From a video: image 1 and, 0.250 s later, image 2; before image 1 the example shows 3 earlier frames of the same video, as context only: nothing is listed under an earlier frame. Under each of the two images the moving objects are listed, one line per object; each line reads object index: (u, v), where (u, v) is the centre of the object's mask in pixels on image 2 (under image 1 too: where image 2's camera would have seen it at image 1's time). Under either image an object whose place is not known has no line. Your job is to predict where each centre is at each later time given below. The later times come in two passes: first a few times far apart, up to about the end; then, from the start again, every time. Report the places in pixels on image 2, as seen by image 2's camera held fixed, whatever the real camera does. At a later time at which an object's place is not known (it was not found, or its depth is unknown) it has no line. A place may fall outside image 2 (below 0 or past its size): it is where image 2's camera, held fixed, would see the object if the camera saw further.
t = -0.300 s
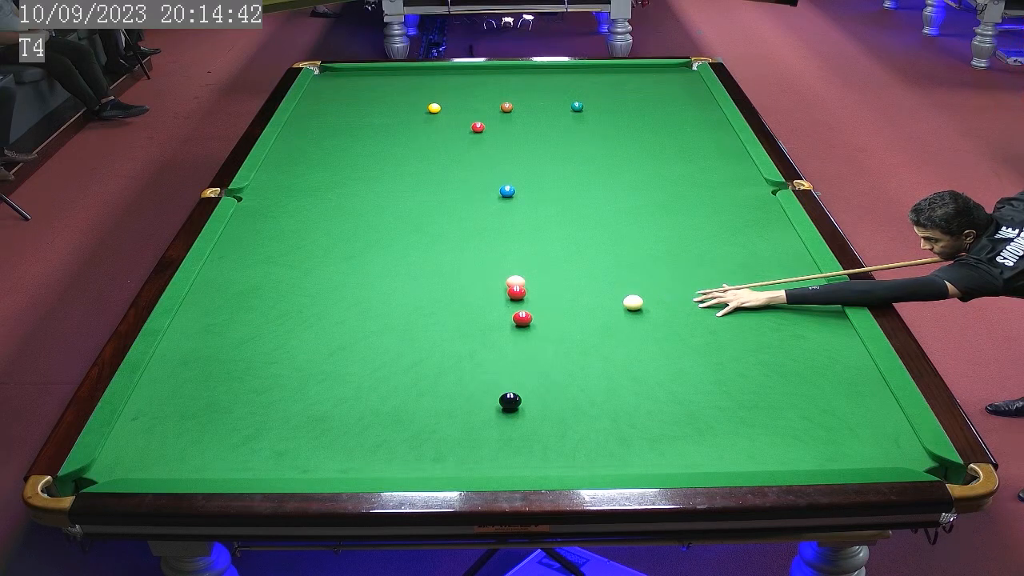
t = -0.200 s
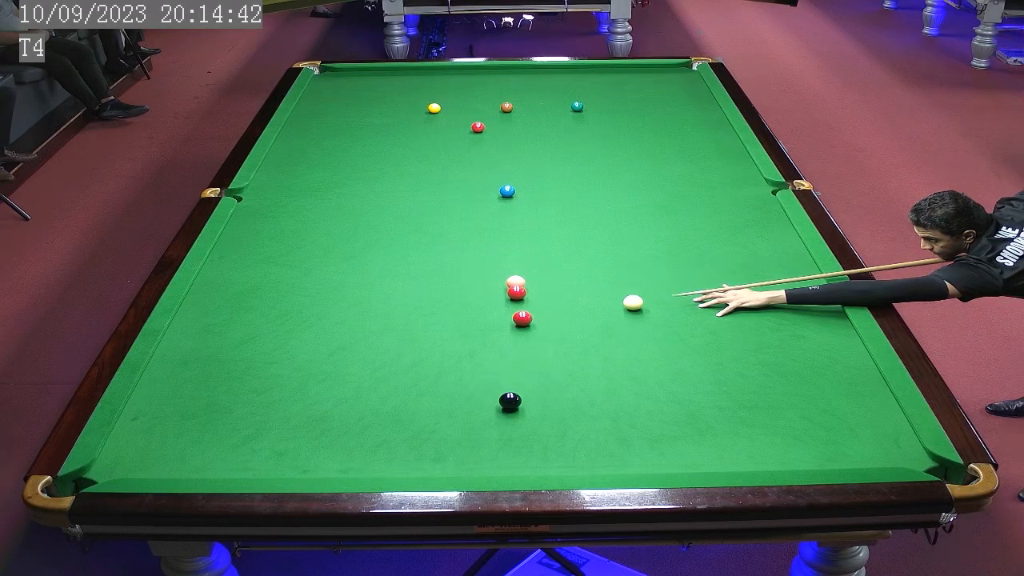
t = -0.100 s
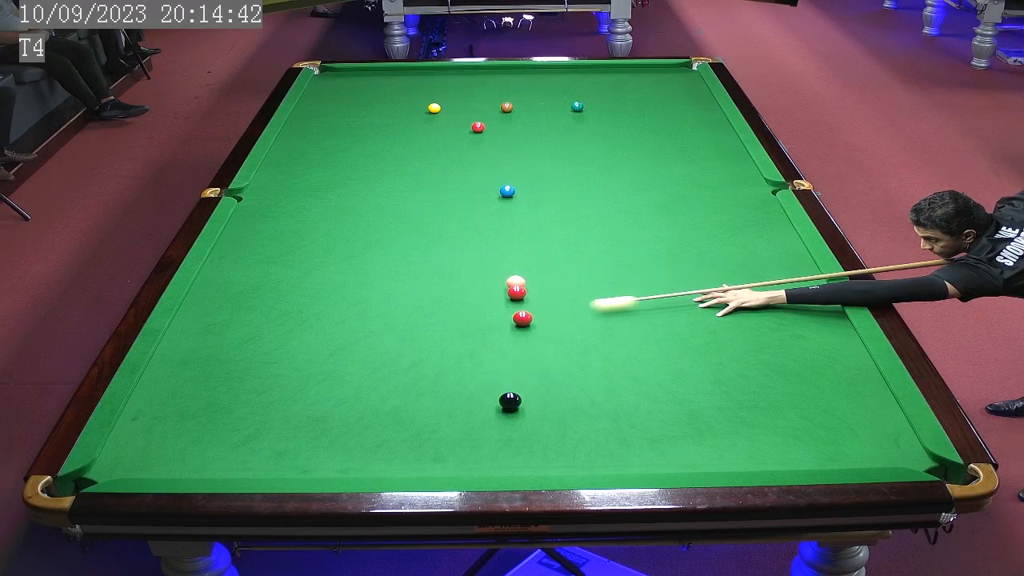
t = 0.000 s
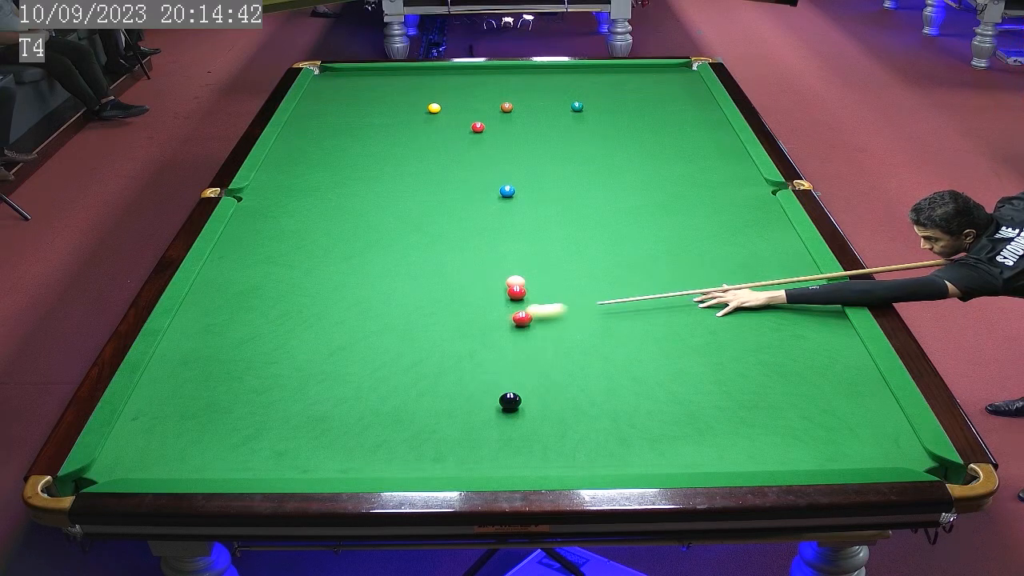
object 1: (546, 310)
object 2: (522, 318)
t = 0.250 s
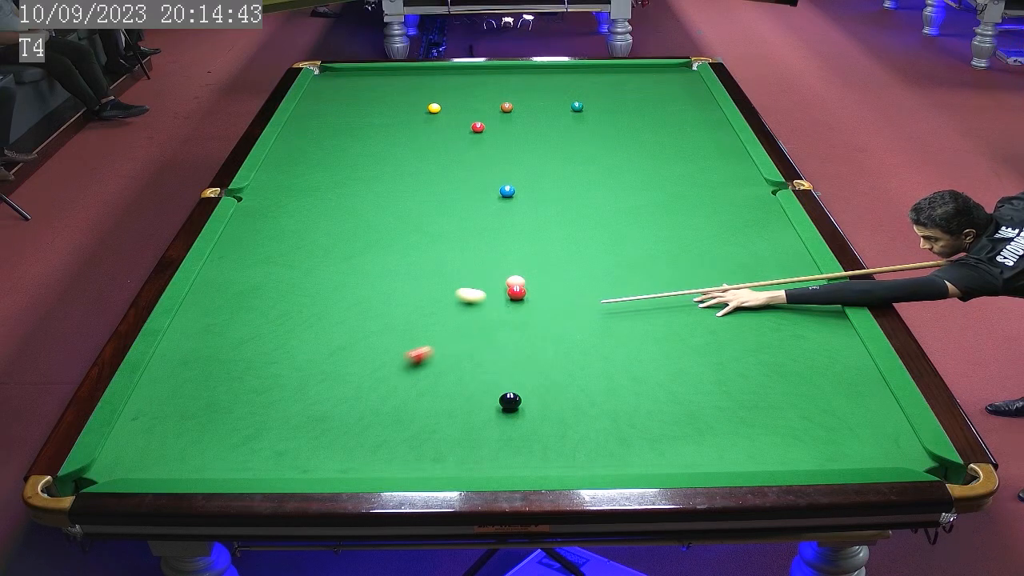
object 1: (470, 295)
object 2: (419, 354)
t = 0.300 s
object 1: (454, 292)
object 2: (400, 361)
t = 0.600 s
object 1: (363, 278)
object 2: (285, 403)
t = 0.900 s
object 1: (280, 266)
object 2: (160, 449)
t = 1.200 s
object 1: (228, 255)
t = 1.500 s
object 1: (282, 245)
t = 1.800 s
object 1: (330, 236)
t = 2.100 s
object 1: (374, 227)
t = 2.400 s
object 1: (415, 219)
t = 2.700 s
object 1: (452, 212)
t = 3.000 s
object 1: (487, 206)
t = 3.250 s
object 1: (514, 201)
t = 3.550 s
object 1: (544, 195)
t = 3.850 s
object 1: (571, 190)
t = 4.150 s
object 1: (596, 186)
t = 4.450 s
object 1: (619, 182)
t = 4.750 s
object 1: (639, 178)
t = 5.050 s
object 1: (658, 175)
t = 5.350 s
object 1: (674, 172)
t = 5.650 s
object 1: (688, 169)
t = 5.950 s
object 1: (700, 167)
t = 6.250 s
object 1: (711, 165)
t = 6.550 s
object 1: (720, 164)
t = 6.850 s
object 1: (728, 163)
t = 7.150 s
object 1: (733, 162)
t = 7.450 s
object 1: (737, 161)
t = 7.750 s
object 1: (739, 161)
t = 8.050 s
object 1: (740, 161)
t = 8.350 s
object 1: (740, 161)
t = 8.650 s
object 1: (740, 161)
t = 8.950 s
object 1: (740, 161)
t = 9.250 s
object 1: (740, 161)
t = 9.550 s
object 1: (740, 161)
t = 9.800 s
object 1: (740, 161)
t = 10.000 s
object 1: (740, 161)
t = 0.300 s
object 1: (454, 292)
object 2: (400, 361)
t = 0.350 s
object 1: (439, 290)
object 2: (382, 368)
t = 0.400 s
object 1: (423, 287)
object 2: (363, 375)
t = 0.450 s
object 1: (408, 285)
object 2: (343, 382)
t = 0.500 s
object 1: (393, 283)
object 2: (325, 389)
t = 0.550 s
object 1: (378, 281)
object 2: (305, 396)
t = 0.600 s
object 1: (363, 278)
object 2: (285, 403)
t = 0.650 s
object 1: (349, 276)
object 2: (265, 411)
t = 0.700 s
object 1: (334, 274)
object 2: (245, 418)
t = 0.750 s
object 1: (320, 272)
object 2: (224, 425)
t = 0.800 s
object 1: (307, 270)
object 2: (203, 433)
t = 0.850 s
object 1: (293, 268)
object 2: (182, 441)
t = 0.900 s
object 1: (280, 266)
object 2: (160, 449)
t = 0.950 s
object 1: (266, 264)
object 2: (139, 456)
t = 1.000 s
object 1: (253, 262)
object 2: (118, 464)
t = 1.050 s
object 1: (240, 260)
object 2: (96, 472)
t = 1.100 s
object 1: (228, 258)
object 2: (77, 481)
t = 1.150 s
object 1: (218, 257)
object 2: (65, 491)
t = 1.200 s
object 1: (228, 255)
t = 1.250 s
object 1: (239, 253)
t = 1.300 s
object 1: (248, 251)
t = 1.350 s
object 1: (256, 250)
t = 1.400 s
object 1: (265, 248)
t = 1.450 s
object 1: (273, 247)
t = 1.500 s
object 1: (282, 245)
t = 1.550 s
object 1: (290, 243)
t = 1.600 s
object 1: (298, 242)
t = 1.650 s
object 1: (306, 240)
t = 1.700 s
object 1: (314, 239)
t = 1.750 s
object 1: (322, 237)
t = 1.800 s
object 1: (330, 236)
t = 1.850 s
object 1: (338, 234)
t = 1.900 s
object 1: (345, 233)
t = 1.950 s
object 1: (353, 231)
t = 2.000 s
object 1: (360, 230)
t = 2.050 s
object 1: (367, 228)
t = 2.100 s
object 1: (374, 227)
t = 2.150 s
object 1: (381, 226)
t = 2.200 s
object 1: (388, 224)
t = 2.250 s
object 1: (395, 223)
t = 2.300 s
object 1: (401, 222)
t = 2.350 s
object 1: (408, 221)
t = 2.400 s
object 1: (415, 219)
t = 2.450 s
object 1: (421, 218)
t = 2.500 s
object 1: (428, 217)
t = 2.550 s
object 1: (434, 216)
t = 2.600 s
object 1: (440, 215)
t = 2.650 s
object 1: (446, 213)
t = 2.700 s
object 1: (452, 212)
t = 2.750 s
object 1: (458, 211)
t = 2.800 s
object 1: (464, 210)
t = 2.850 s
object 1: (470, 209)
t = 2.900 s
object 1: (476, 208)
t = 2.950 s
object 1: (481, 207)
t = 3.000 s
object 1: (487, 206)
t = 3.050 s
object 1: (492, 205)
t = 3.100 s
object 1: (498, 204)
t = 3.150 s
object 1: (503, 203)
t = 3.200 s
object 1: (508, 202)
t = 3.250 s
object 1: (514, 201)
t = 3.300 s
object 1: (519, 200)
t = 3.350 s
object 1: (524, 199)
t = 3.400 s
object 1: (529, 198)
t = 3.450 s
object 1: (534, 197)
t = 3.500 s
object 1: (539, 196)
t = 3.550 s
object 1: (544, 195)
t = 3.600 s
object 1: (548, 195)
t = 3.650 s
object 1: (553, 193)
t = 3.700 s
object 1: (558, 193)
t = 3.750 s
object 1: (562, 192)
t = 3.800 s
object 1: (567, 191)
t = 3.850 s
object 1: (571, 190)
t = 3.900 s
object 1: (575, 190)
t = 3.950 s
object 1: (579, 189)
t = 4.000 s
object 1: (584, 188)
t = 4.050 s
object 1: (588, 187)
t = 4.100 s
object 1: (592, 186)
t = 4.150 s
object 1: (596, 186)
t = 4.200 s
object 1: (600, 185)
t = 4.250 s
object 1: (604, 184)
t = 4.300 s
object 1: (607, 184)
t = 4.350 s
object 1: (612, 183)
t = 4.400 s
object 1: (615, 182)
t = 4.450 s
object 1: (619, 182)
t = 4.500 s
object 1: (622, 181)
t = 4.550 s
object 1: (626, 180)
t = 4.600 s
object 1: (629, 180)
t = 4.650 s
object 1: (633, 179)
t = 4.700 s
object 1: (636, 178)
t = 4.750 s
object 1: (639, 178)
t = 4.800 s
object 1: (643, 177)
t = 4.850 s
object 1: (646, 177)
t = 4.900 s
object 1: (649, 176)
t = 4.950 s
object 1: (652, 176)
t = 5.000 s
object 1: (655, 175)
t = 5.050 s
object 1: (658, 175)
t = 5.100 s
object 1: (660, 174)
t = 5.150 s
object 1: (663, 174)
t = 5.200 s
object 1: (666, 173)
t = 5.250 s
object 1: (669, 173)
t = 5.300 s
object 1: (671, 172)
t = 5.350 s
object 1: (674, 172)
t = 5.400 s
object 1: (676, 171)
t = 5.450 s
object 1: (679, 171)
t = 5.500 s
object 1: (681, 170)
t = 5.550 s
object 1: (684, 170)
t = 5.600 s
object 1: (686, 169)
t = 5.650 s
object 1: (688, 169)
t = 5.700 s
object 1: (690, 169)
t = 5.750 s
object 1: (693, 168)
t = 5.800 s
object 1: (695, 168)
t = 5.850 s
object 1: (697, 168)
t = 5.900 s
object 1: (699, 167)
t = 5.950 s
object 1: (700, 167)
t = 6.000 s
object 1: (702, 167)
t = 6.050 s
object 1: (704, 166)
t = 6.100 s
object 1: (706, 166)
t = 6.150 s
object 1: (708, 166)
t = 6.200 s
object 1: (709, 165)
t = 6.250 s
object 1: (711, 165)
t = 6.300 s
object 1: (713, 165)
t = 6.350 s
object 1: (714, 165)
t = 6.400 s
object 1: (716, 164)
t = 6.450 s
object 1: (718, 164)
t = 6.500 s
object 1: (719, 164)
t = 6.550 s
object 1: (720, 164)
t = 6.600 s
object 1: (722, 164)
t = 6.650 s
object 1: (723, 164)
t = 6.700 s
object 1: (724, 163)
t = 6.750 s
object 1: (726, 163)
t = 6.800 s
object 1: (727, 163)
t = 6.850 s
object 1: (728, 163)
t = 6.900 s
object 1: (729, 163)
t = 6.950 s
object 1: (730, 163)
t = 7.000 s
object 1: (731, 162)
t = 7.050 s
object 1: (732, 162)
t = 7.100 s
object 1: (733, 162)
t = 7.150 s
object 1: (733, 162)
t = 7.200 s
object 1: (734, 162)
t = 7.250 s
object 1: (735, 162)
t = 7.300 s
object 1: (735, 162)
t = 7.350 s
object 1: (736, 161)
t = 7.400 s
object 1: (736, 161)
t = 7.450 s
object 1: (737, 161)
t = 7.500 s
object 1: (738, 161)
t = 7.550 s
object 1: (738, 161)
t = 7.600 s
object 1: (738, 161)
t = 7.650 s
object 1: (739, 161)
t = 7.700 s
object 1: (739, 161)
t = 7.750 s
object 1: (739, 161)
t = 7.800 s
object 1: (739, 161)
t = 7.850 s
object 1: (739, 161)
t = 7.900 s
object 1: (739, 161)
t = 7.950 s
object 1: (740, 161)
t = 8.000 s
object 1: (740, 161)
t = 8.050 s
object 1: (740, 161)
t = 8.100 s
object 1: (740, 161)
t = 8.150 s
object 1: (740, 161)
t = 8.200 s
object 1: (740, 161)
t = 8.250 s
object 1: (740, 161)
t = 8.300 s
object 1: (740, 161)
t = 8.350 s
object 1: (740, 161)
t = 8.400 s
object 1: (740, 161)
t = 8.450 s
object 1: (740, 161)
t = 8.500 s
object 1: (740, 161)
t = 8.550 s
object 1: (740, 161)
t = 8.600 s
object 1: (740, 161)
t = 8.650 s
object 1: (740, 161)
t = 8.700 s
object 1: (740, 161)
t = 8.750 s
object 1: (740, 161)
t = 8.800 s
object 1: (740, 161)
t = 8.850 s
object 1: (740, 161)
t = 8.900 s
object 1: (740, 161)
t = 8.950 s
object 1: (740, 161)
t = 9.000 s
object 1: (740, 161)
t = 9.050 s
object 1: (740, 161)
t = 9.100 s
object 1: (740, 161)
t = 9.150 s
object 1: (740, 161)
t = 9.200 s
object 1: (740, 161)
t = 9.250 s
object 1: (740, 161)
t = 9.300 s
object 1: (740, 161)
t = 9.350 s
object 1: (740, 161)
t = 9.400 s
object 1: (740, 161)
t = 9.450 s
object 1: (740, 161)
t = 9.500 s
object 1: (740, 161)
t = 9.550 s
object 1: (740, 161)
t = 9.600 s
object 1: (740, 161)
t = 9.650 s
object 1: (740, 161)
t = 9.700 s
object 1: (740, 161)
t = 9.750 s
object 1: (740, 161)
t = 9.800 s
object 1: (740, 161)
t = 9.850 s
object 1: (740, 161)
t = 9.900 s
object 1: (740, 161)
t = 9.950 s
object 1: (740, 161)
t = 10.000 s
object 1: (740, 161)
